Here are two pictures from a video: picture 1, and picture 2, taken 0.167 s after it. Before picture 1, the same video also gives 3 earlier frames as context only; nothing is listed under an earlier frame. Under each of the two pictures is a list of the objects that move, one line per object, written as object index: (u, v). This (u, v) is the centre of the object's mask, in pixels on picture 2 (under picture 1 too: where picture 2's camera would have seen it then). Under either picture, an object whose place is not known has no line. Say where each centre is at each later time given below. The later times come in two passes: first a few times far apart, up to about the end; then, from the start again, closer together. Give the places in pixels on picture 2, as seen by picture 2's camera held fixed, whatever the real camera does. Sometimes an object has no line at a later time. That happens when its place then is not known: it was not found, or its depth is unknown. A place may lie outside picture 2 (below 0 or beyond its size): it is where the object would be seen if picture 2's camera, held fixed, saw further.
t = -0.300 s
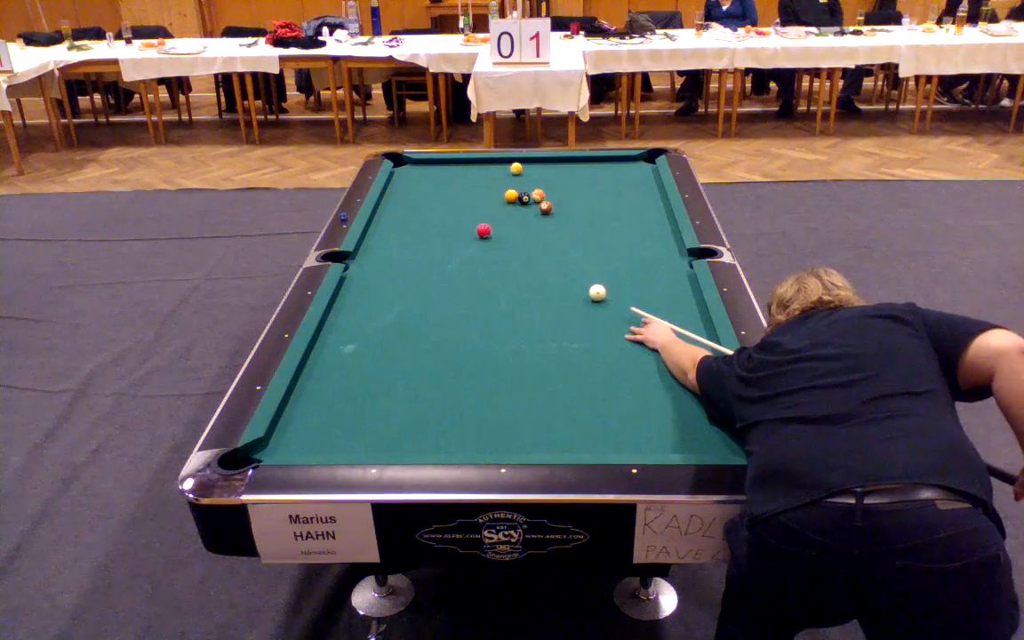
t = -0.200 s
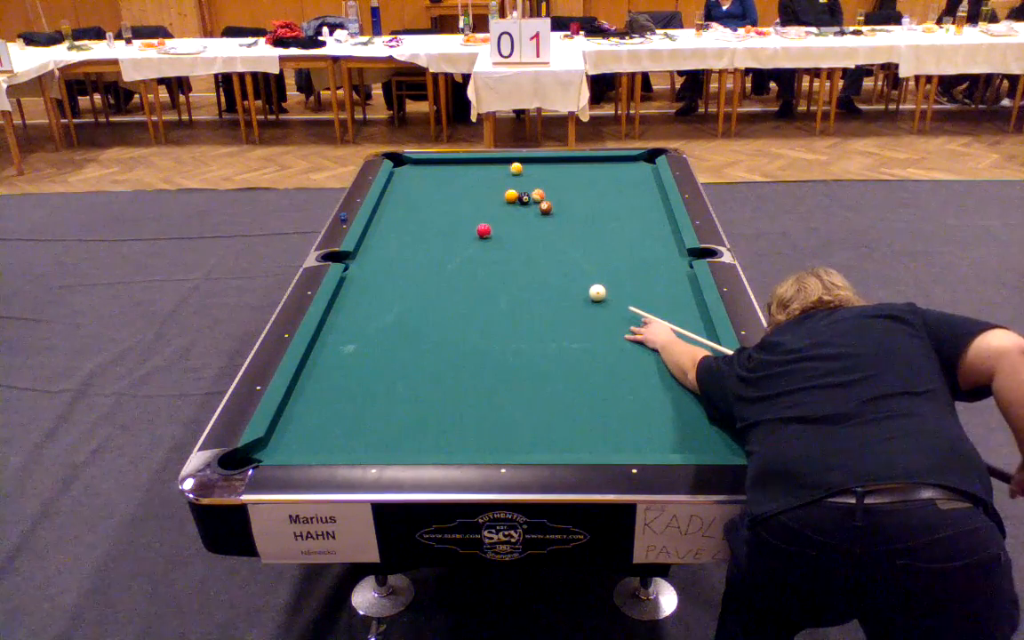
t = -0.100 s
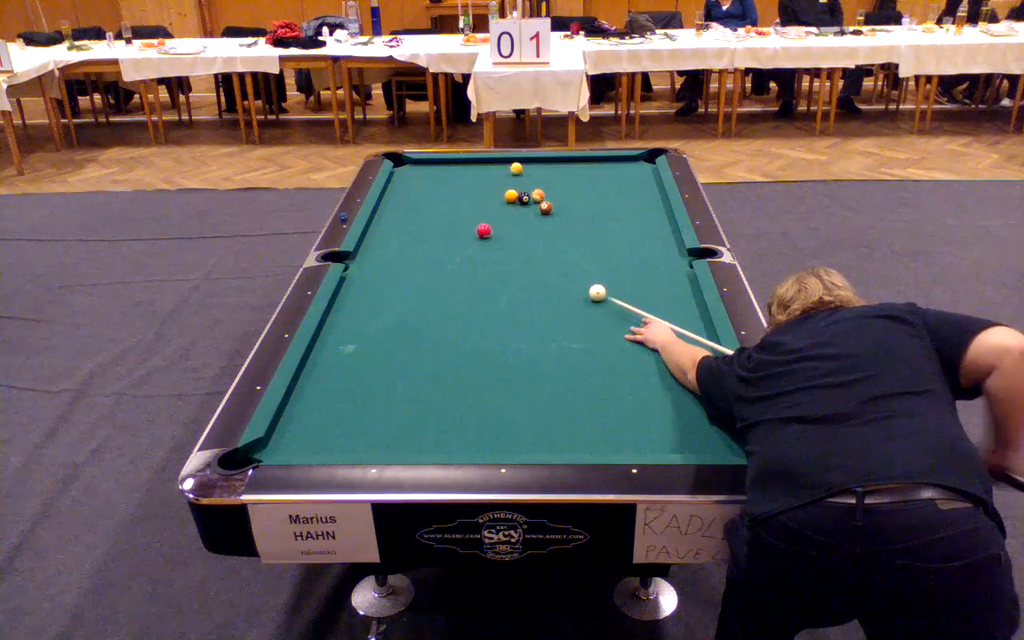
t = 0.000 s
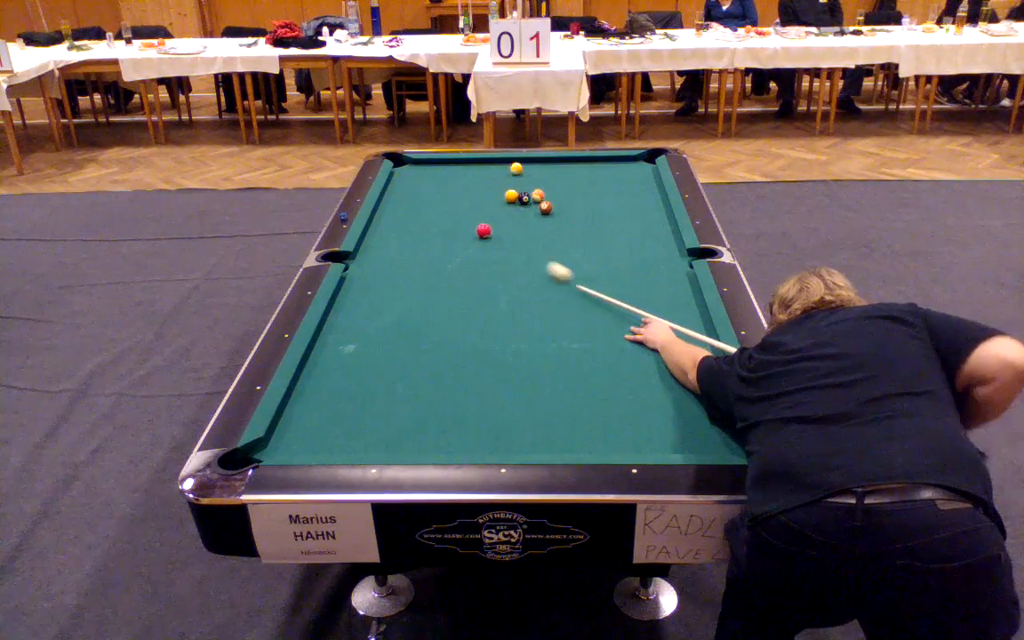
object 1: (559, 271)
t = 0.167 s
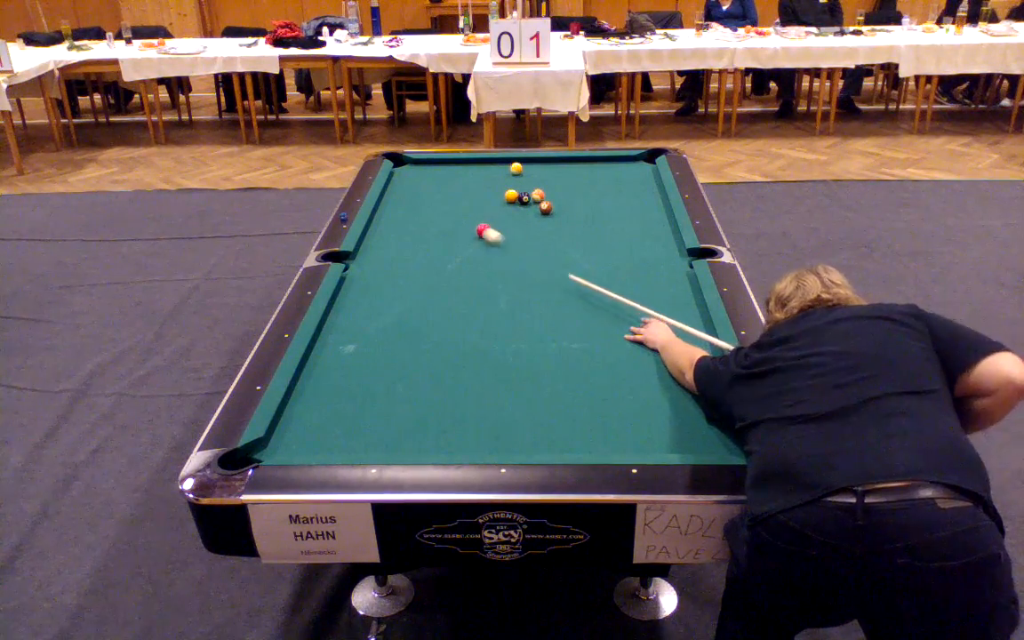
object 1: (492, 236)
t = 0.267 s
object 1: (480, 236)
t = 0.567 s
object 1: (451, 235)
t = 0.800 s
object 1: (429, 234)
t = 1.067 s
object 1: (406, 233)
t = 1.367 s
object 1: (382, 232)
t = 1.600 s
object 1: (372, 231)
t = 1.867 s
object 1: (382, 232)
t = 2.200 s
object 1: (393, 232)
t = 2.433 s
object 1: (399, 232)
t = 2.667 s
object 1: (405, 232)
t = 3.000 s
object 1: (409, 231)
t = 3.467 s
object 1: (415, 232)
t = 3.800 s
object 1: (415, 232)
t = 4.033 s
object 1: (415, 232)
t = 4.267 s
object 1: (415, 232)
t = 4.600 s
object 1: (415, 232)
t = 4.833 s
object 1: (415, 232)
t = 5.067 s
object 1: (415, 232)
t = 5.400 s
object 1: (415, 232)
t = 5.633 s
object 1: (415, 232)
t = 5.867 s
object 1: (415, 232)
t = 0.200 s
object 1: (487, 235)
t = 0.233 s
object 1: (484, 236)
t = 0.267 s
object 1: (480, 236)
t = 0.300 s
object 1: (477, 236)
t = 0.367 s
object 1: (470, 236)
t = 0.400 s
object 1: (467, 236)
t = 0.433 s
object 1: (464, 236)
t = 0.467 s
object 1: (460, 235)
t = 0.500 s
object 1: (457, 235)
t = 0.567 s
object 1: (451, 235)
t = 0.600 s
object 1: (448, 235)
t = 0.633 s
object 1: (444, 235)
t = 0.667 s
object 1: (441, 234)
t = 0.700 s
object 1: (438, 234)
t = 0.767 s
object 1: (432, 234)
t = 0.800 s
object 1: (429, 234)
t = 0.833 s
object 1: (426, 234)
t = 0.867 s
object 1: (423, 234)
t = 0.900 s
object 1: (420, 233)
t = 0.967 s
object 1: (414, 233)
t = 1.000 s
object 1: (411, 233)
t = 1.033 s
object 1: (408, 233)
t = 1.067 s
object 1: (406, 233)
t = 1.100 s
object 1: (403, 233)
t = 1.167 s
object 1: (397, 233)
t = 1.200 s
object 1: (395, 232)
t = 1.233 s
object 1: (392, 232)
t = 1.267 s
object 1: (389, 232)
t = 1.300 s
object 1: (387, 232)
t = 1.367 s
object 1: (382, 232)
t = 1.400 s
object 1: (379, 232)
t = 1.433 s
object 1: (376, 231)
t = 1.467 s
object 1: (374, 232)
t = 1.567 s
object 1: (370, 231)
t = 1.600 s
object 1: (372, 231)
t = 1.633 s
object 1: (373, 232)
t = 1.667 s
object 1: (375, 232)
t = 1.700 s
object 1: (376, 232)
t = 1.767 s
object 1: (378, 232)
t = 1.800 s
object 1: (380, 231)
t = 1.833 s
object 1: (381, 232)
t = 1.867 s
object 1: (382, 232)
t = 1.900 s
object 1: (383, 232)
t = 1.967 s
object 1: (386, 232)
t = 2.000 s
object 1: (387, 232)
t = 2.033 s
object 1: (388, 232)
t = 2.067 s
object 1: (389, 232)
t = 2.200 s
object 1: (393, 232)
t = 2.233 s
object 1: (394, 232)
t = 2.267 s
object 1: (395, 232)
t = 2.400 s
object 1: (399, 232)
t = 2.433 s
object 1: (399, 232)
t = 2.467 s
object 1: (400, 232)
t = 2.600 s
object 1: (403, 232)
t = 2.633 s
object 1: (404, 232)
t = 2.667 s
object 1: (405, 232)
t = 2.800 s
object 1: (407, 232)
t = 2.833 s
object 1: (408, 232)
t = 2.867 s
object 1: (408, 232)
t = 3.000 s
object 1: (409, 231)
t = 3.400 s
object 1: (414, 231)
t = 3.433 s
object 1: (414, 232)
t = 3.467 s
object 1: (415, 232)
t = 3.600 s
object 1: (415, 232)
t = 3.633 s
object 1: (415, 232)
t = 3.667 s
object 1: (415, 232)
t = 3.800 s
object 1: (415, 232)
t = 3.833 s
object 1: (416, 232)
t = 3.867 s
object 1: (416, 232)
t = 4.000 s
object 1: (416, 232)
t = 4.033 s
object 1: (415, 232)
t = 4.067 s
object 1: (415, 232)
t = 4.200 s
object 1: (415, 232)
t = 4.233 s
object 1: (415, 232)
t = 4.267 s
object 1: (415, 232)
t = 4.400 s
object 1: (415, 232)
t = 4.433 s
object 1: (415, 232)
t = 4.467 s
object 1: (415, 232)
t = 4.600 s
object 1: (415, 232)
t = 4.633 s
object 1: (415, 232)
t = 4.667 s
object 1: (415, 232)
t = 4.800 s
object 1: (415, 232)
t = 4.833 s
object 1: (415, 232)
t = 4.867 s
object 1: (415, 232)
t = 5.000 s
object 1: (415, 232)
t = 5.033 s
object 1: (415, 232)
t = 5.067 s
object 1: (415, 232)
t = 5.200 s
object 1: (416, 232)
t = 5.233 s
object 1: (416, 232)
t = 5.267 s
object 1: (416, 232)
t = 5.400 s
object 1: (415, 232)
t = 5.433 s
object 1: (415, 232)
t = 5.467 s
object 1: (415, 232)
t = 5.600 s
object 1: (415, 232)
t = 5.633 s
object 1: (415, 232)
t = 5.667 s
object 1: (415, 232)
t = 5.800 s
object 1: (415, 232)
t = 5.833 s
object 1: (415, 232)
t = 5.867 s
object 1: (415, 232)
